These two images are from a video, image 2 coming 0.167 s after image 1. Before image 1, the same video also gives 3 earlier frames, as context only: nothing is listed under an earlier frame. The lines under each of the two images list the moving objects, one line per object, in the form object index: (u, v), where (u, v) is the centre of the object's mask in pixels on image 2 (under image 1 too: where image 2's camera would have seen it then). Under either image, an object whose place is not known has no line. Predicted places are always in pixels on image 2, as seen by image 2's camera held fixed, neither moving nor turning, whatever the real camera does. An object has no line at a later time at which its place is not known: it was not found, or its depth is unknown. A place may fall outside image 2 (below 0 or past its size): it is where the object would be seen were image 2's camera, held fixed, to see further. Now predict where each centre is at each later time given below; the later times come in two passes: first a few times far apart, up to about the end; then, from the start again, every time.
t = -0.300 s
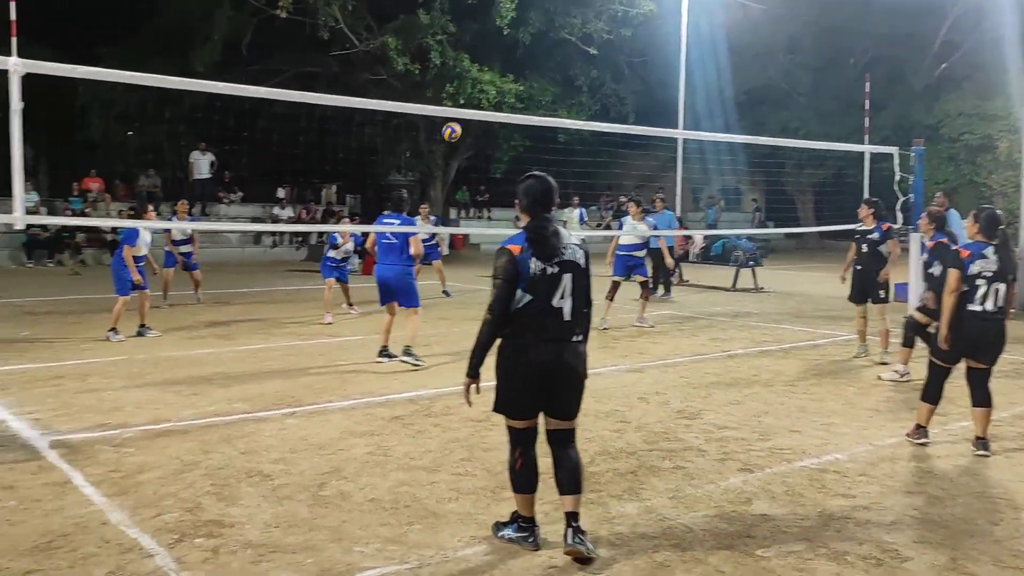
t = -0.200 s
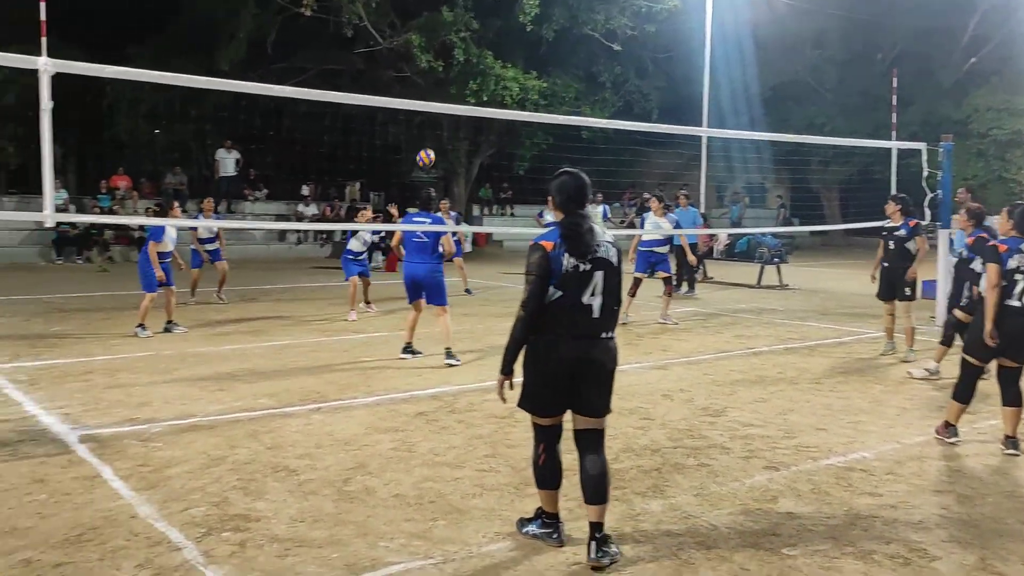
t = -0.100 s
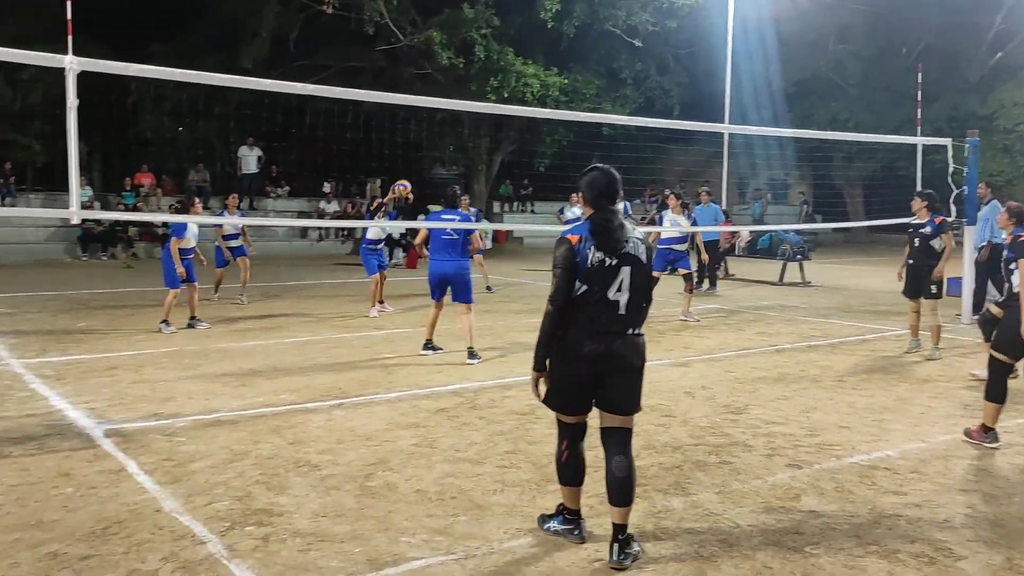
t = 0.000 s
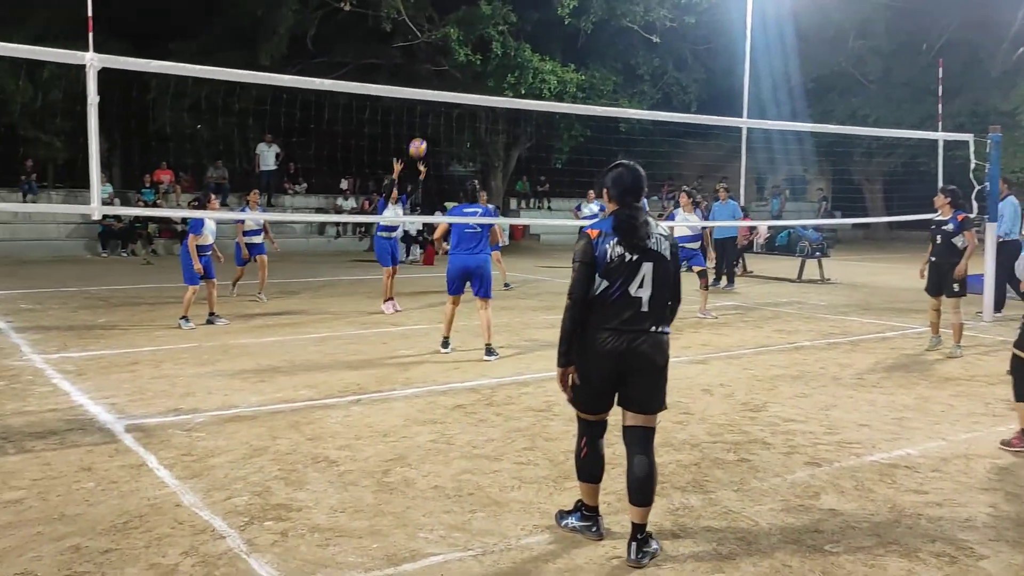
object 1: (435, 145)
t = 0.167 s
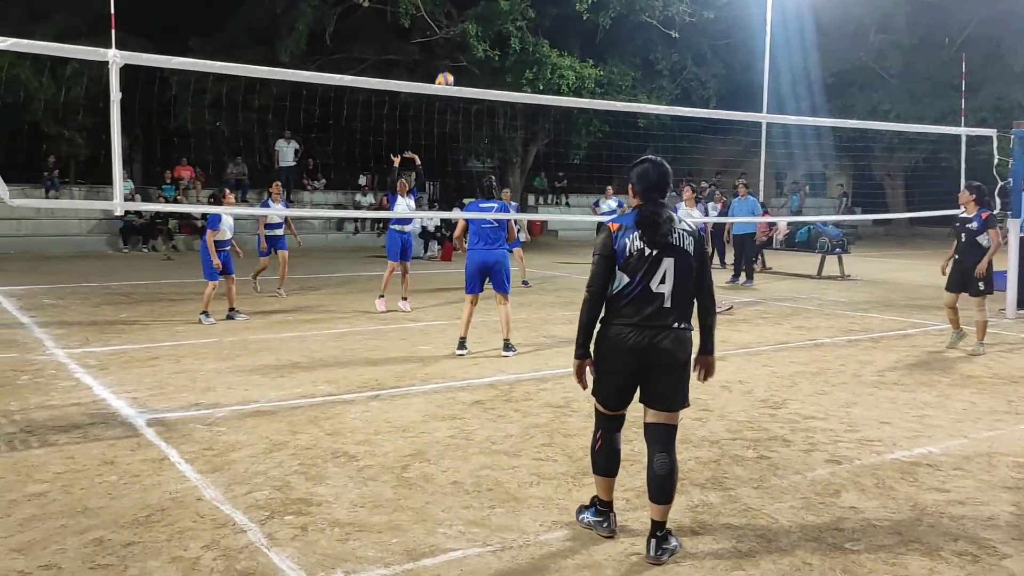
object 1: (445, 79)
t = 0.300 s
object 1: (451, 47)
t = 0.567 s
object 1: (464, 22)
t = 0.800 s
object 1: (476, 53)
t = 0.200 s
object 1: (446, 71)
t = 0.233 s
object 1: (448, 62)
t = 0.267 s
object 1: (450, 54)
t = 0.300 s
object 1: (451, 47)
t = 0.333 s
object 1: (453, 41)
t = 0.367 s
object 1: (454, 35)
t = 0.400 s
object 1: (456, 31)
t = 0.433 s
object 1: (458, 27)
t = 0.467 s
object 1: (459, 25)
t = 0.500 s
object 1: (461, 23)
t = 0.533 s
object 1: (462, 22)
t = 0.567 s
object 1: (464, 22)
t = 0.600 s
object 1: (466, 23)
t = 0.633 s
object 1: (467, 26)
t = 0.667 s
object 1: (469, 29)
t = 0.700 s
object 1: (471, 34)
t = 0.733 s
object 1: (473, 39)
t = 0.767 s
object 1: (475, 46)
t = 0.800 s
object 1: (476, 53)
